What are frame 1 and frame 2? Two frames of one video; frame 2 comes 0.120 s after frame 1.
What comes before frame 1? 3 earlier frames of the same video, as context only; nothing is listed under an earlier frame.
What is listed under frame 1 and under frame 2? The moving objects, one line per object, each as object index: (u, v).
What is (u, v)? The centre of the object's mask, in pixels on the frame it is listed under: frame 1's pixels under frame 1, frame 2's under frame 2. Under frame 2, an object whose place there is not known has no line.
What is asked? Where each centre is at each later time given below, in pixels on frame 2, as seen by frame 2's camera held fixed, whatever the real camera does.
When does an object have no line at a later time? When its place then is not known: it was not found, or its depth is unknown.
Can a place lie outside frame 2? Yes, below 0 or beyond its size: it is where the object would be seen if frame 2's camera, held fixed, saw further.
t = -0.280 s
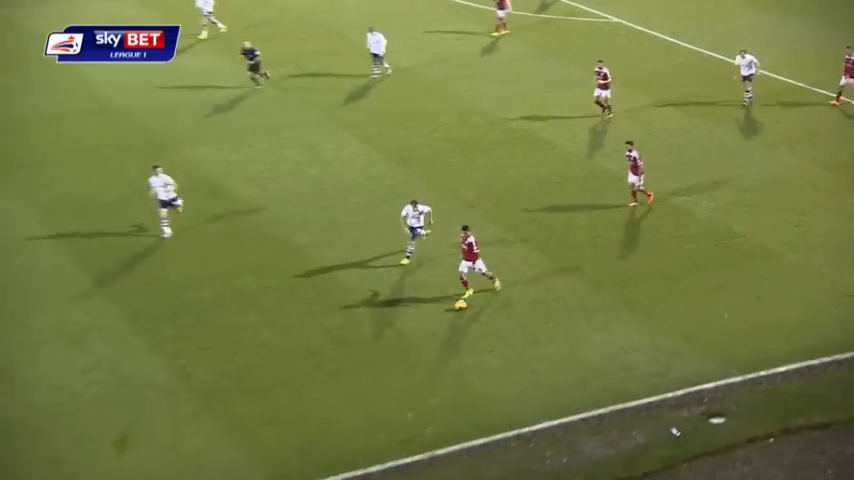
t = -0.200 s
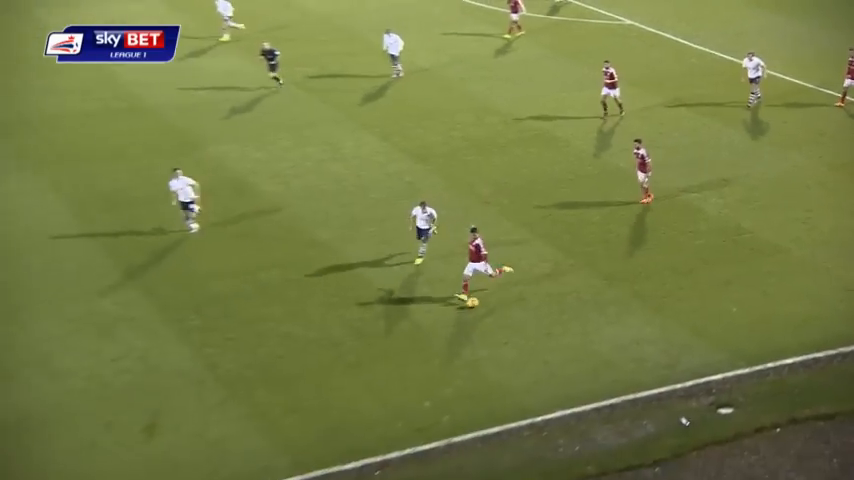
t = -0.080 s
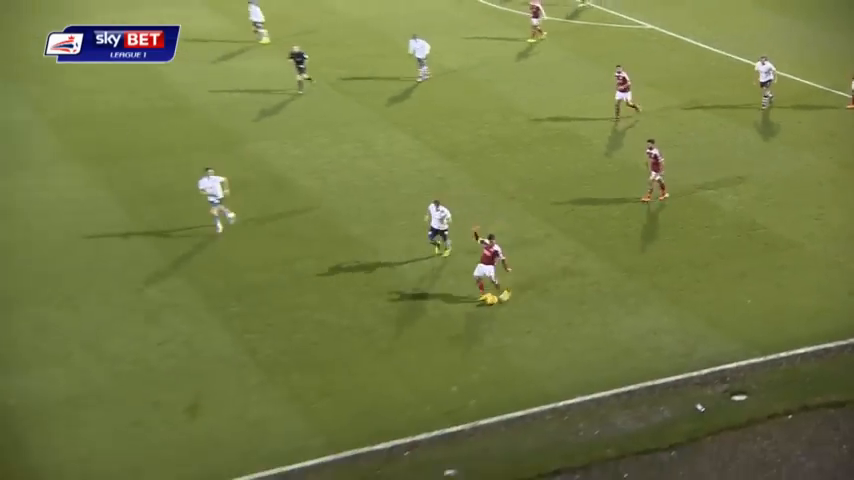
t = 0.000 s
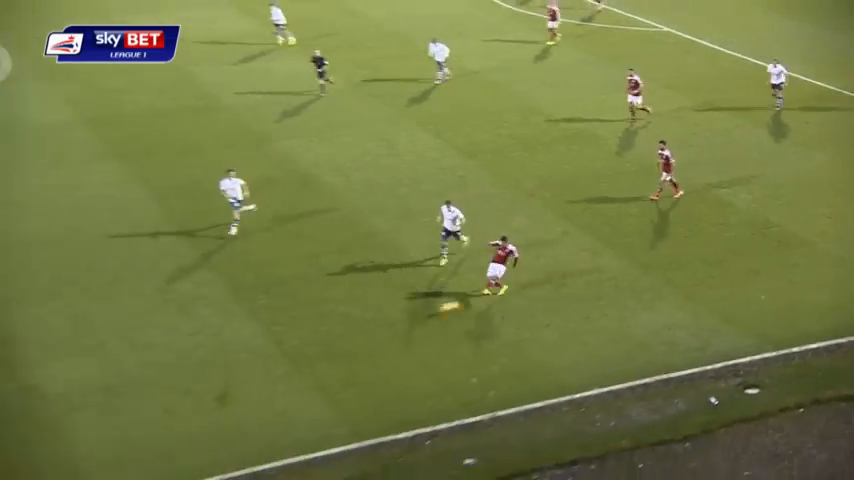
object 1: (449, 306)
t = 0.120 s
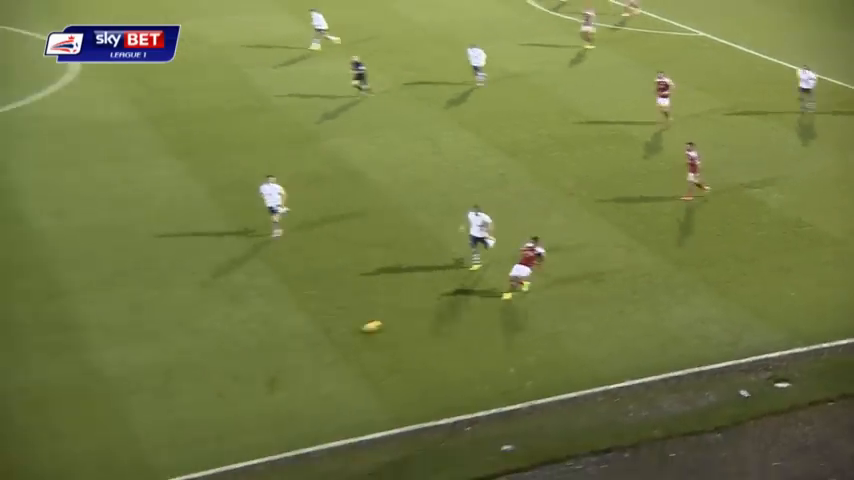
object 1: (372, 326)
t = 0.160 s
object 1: (333, 334)
